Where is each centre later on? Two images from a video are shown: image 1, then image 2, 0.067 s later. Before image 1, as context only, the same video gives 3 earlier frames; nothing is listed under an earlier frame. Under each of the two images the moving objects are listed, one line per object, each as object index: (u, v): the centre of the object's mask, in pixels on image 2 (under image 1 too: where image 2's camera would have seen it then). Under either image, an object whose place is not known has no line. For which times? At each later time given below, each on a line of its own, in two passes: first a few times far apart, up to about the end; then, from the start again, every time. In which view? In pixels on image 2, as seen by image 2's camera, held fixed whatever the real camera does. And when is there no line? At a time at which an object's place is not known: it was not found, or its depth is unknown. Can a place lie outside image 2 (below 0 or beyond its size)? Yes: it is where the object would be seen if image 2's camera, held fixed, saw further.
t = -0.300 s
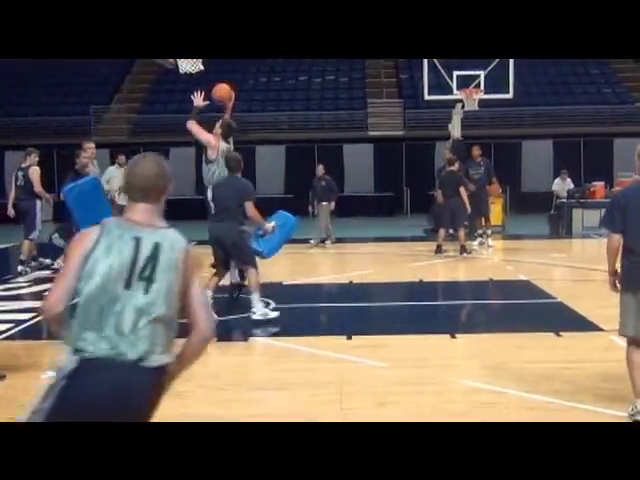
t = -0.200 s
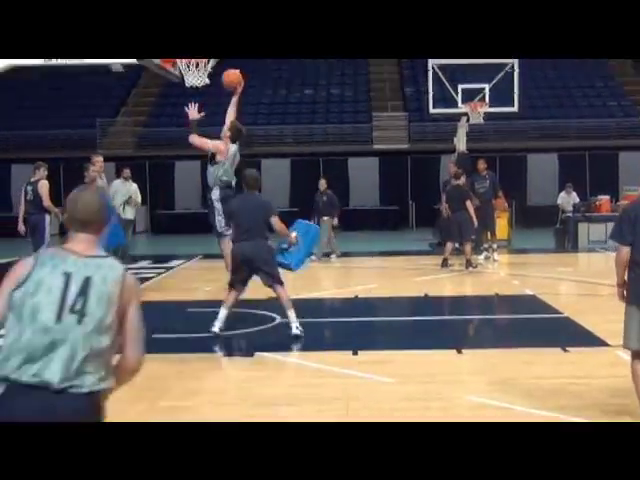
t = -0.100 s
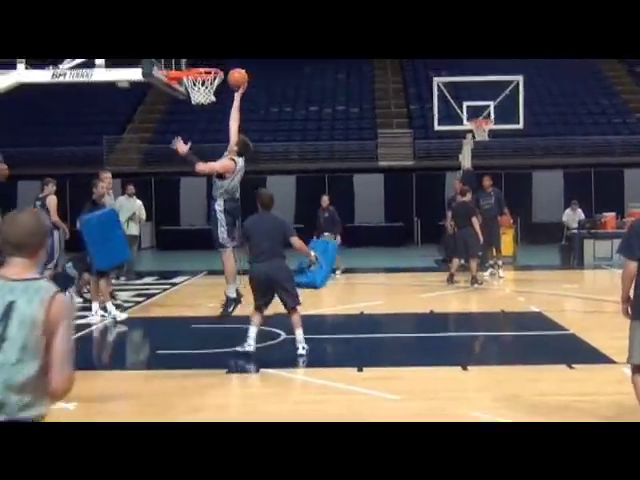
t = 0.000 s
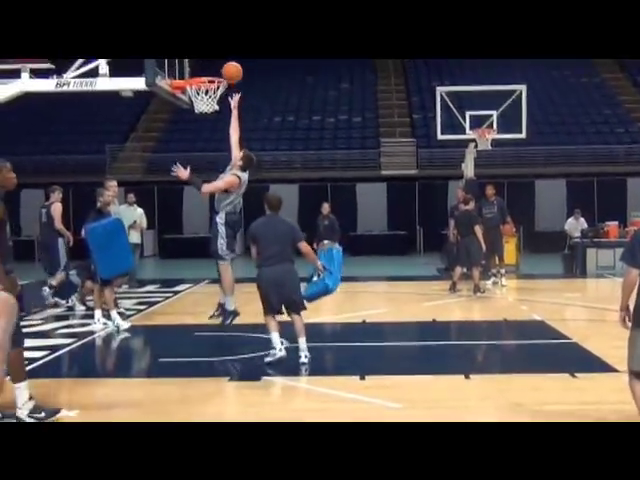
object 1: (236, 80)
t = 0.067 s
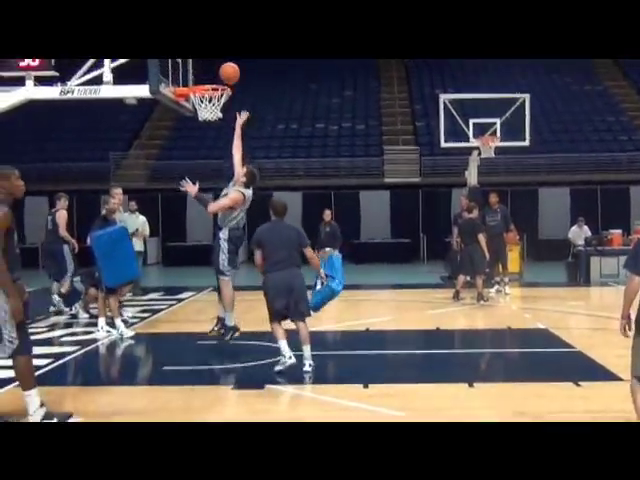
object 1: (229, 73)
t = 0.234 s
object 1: (214, 72)
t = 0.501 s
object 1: (208, 96)
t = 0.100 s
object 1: (226, 71)
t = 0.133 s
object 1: (223, 70)
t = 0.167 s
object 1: (220, 70)
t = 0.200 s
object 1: (217, 71)
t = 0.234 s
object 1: (214, 72)
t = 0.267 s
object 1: (211, 74)
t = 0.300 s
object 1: (208, 77)
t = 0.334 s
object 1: (206, 79)
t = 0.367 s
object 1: (206, 81)
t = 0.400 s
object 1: (206, 82)
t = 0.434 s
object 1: (207, 89)
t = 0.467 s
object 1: (208, 95)
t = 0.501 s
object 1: (208, 96)
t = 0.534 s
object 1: (211, 101)
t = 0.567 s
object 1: (210, 105)
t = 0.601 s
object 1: (211, 109)
